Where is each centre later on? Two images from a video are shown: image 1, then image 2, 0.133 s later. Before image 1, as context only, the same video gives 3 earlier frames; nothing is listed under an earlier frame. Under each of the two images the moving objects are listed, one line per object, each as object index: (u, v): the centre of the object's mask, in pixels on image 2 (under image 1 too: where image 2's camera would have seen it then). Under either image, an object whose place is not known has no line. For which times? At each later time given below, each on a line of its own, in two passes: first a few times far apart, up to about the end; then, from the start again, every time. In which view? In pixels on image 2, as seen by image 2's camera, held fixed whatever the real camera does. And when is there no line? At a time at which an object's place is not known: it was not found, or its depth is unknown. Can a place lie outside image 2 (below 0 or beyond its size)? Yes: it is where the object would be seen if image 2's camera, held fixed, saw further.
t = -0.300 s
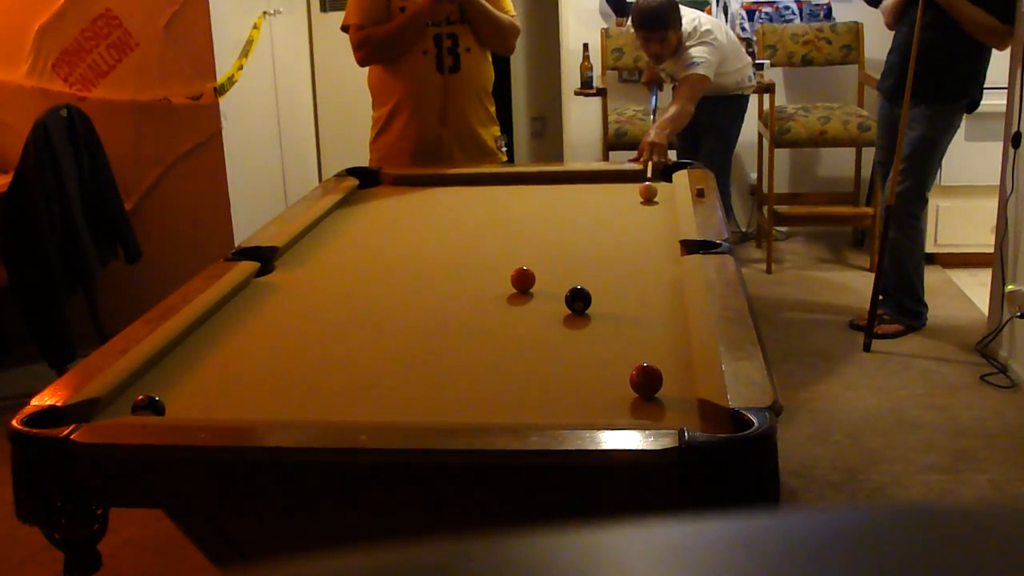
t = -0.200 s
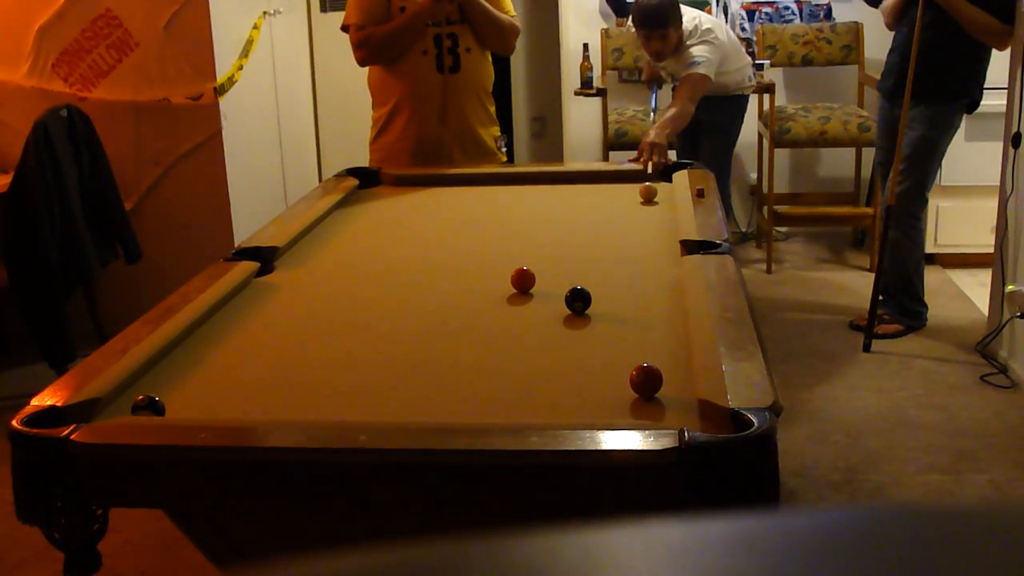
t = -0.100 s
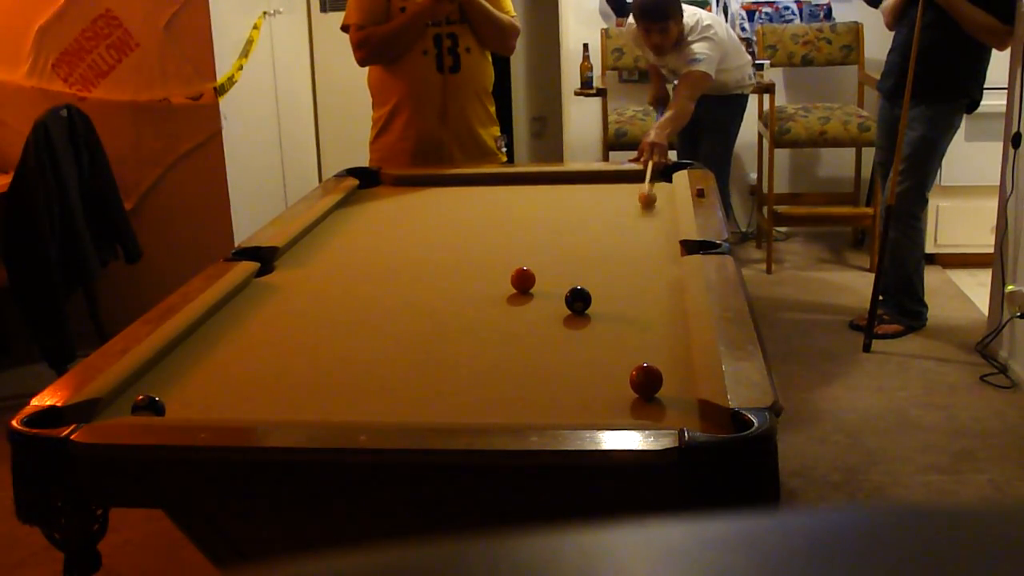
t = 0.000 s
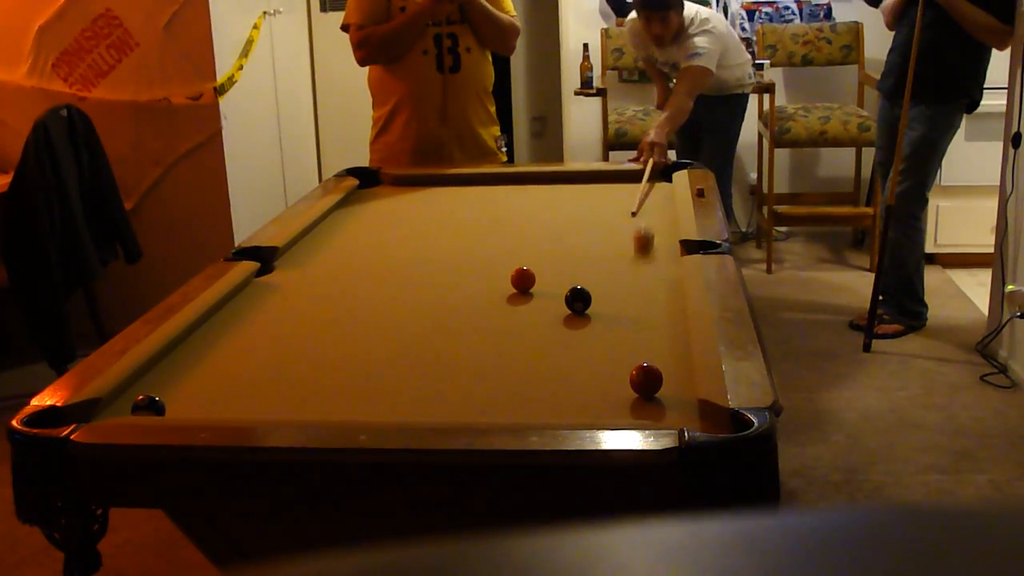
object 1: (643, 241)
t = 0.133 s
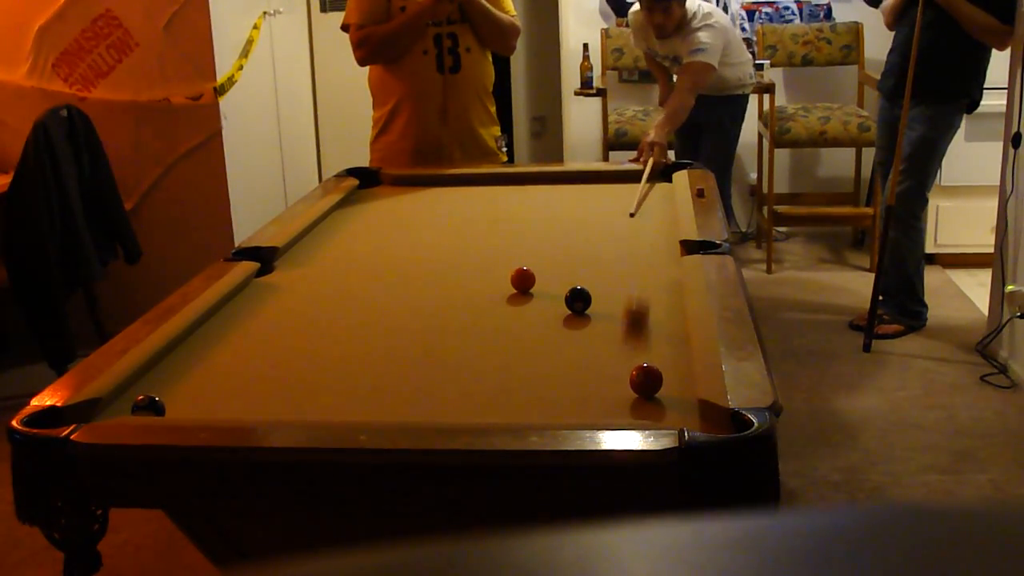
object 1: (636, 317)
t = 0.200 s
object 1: (628, 364)
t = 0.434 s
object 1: (406, 407)
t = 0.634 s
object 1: (289, 377)
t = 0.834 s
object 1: (192, 349)
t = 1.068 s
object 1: (280, 318)
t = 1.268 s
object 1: (359, 294)
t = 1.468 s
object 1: (430, 272)
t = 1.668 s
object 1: (491, 253)
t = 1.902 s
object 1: (555, 233)
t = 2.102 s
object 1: (604, 219)
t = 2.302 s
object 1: (646, 206)
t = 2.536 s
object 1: (649, 195)
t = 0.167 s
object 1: (634, 341)
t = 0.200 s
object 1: (628, 364)
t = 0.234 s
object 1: (604, 373)
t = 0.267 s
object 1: (570, 382)
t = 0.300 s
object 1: (536, 391)
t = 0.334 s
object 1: (499, 402)
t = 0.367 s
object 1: (466, 407)
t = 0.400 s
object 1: (430, 410)
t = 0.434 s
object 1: (406, 407)
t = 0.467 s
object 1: (385, 403)
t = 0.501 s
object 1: (365, 399)
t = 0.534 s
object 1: (346, 394)
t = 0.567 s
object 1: (326, 387)
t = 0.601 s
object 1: (307, 381)
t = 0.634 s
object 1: (289, 377)
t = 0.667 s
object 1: (272, 372)
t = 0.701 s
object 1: (254, 368)
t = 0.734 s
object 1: (239, 363)
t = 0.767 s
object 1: (223, 359)
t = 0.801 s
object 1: (207, 354)
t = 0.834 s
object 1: (192, 349)
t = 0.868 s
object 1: (182, 346)
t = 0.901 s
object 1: (201, 342)
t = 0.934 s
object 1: (219, 338)
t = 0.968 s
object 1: (236, 333)
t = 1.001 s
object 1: (251, 328)
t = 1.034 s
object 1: (266, 323)
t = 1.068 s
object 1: (280, 318)
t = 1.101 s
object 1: (294, 314)
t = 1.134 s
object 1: (308, 310)
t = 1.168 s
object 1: (322, 306)
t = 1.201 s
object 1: (334, 303)
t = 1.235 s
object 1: (347, 298)
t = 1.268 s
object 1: (359, 294)
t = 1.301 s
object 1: (372, 290)
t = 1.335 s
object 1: (385, 286)
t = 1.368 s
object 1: (396, 283)
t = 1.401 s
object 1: (408, 279)
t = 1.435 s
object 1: (419, 276)
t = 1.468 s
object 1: (430, 272)
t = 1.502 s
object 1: (441, 269)
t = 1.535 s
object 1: (452, 265)
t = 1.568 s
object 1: (462, 262)
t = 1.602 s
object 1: (472, 259)
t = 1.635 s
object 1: (482, 256)
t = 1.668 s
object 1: (491, 253)
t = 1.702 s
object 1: (501, 250)
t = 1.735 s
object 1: (511, 247)
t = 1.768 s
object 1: (520, 244)
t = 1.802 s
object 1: (529, 241)
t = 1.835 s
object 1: (538, 238)
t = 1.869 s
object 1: (547, 235)
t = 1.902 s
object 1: (555, 233)
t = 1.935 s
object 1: (564, 230)
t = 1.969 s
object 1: (572, 228)
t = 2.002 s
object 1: (580, 225)
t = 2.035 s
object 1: (588, 223)
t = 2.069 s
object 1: (596, 221)
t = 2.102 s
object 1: (604, 219)
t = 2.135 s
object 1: (611, 216)
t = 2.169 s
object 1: (618, 214)
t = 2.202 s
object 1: (625, 212)
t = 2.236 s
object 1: (633, 210)
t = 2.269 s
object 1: (640, 207)
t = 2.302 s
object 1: (646, 206)
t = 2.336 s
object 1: (653, 204)
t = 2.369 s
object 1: (660, 202)
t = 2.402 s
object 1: (663, 200)
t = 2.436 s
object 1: (659, 199)
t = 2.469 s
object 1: (655, 198)
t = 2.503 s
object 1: (652, 197)
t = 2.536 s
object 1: (649, 195)
